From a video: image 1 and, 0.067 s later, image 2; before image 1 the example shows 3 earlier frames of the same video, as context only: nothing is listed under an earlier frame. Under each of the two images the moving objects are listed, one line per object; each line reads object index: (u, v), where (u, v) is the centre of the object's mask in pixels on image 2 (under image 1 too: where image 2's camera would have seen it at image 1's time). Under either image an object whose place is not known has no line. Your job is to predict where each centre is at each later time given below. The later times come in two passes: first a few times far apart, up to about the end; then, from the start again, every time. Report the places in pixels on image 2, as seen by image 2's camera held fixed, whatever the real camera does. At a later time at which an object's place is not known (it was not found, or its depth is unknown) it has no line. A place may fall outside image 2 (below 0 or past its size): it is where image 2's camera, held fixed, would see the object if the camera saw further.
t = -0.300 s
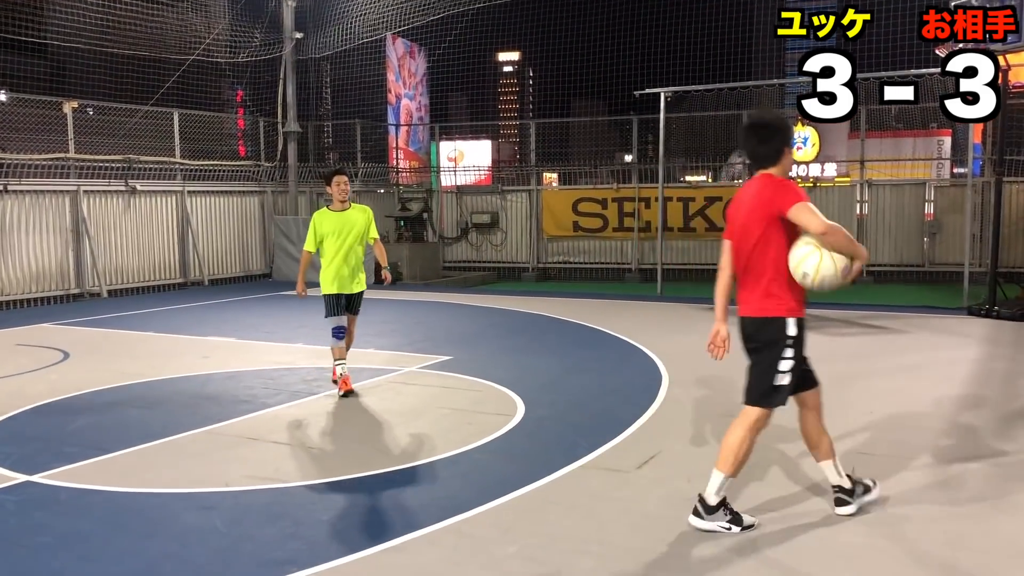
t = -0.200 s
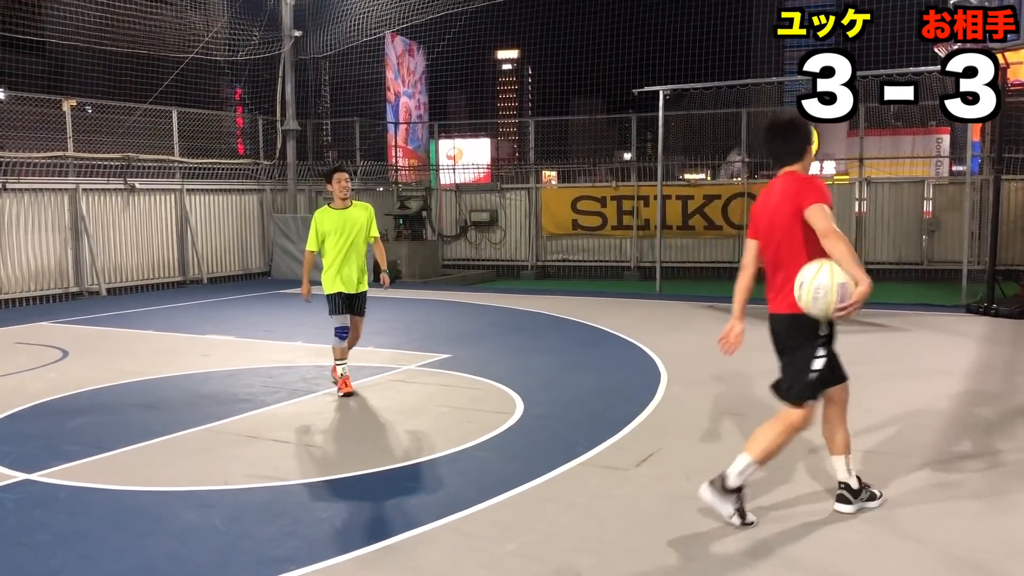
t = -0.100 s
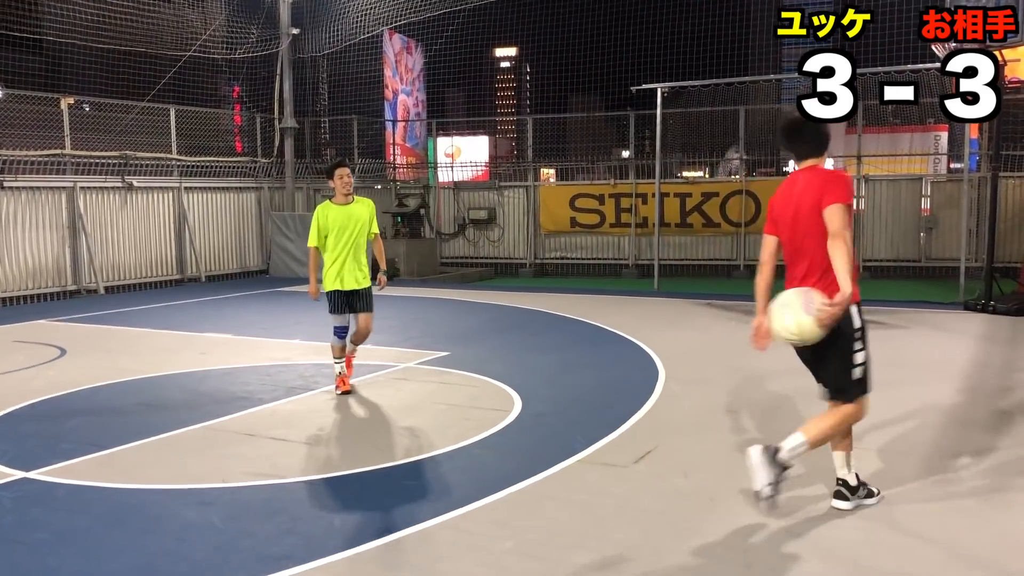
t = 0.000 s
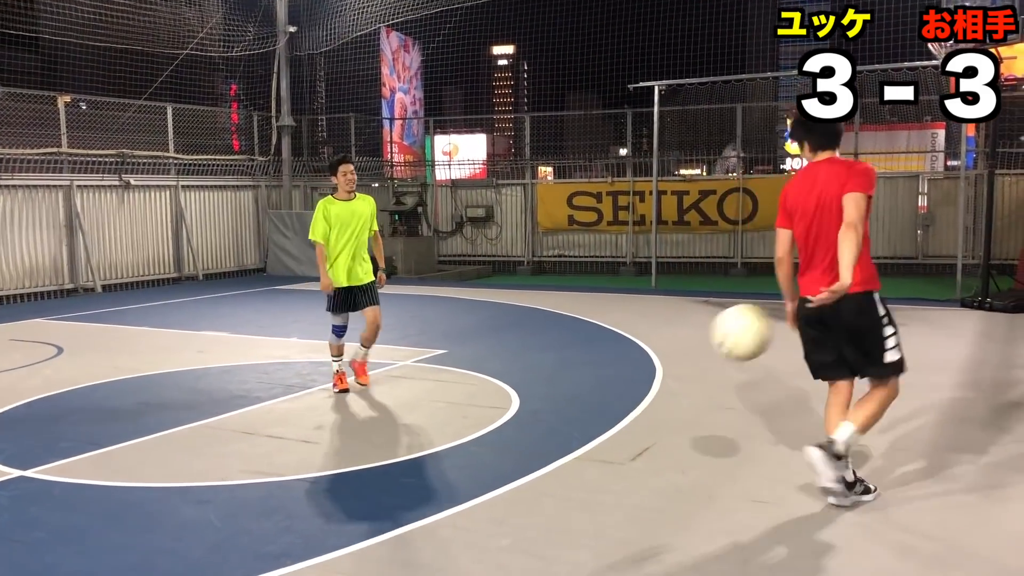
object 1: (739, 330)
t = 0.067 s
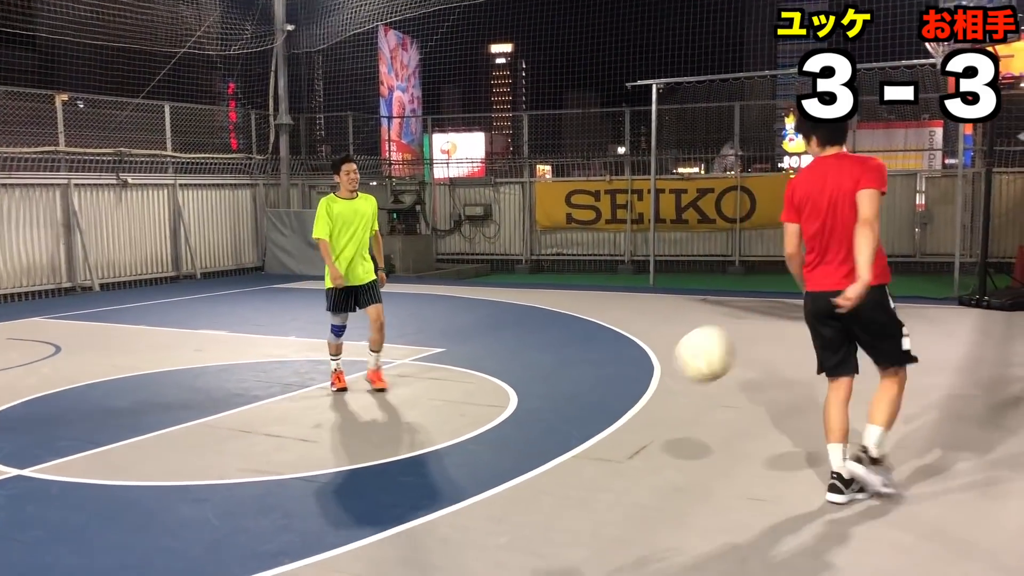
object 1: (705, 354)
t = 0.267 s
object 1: (613, 465)
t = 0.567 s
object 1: (517, 343)
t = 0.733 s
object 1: (471, 350)
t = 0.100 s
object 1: (688, 369)
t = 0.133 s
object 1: (672, 386)
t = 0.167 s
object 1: (657, 404)
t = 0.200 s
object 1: (642, 425)
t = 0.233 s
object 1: (627, 447)
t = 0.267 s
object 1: (613, 465)
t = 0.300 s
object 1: (601, 441)
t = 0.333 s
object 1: (589, 419)
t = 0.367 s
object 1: (578, 402)
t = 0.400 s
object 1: (568, 387)
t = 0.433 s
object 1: (557, 374)
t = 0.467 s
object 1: (547, 363)
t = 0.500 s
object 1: (536, 353)
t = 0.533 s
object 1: (527, 347)
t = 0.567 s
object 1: (517, 343)
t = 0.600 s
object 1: (507, 341)
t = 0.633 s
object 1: (498, 340)
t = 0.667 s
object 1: (489, 341)
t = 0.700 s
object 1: (480, 345)
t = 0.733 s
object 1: (471, 350)
